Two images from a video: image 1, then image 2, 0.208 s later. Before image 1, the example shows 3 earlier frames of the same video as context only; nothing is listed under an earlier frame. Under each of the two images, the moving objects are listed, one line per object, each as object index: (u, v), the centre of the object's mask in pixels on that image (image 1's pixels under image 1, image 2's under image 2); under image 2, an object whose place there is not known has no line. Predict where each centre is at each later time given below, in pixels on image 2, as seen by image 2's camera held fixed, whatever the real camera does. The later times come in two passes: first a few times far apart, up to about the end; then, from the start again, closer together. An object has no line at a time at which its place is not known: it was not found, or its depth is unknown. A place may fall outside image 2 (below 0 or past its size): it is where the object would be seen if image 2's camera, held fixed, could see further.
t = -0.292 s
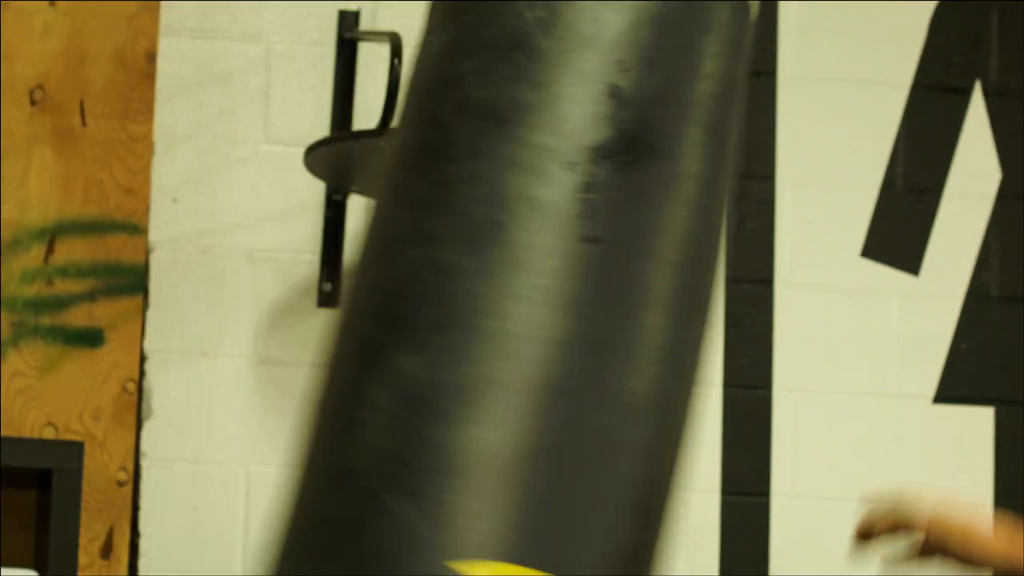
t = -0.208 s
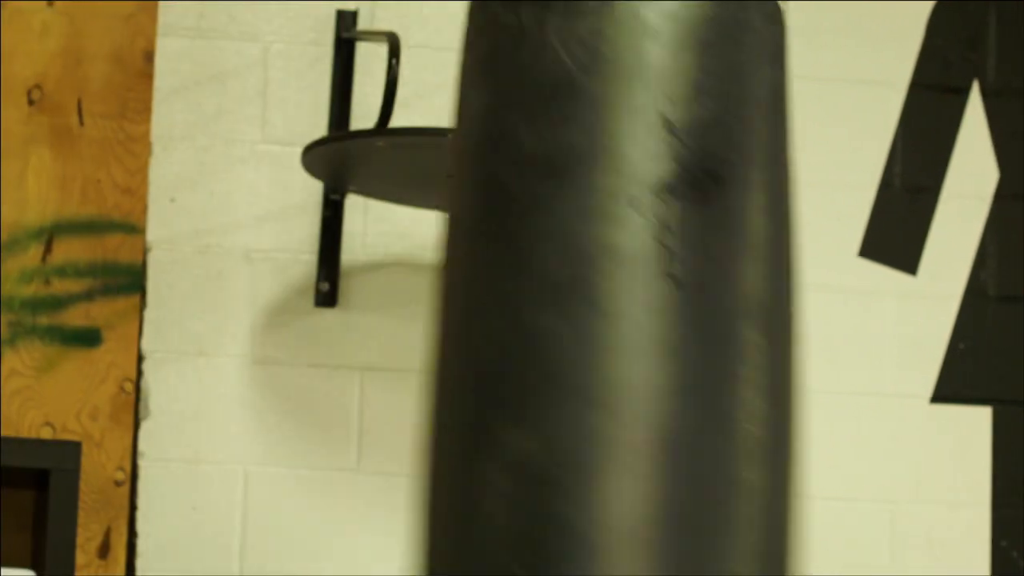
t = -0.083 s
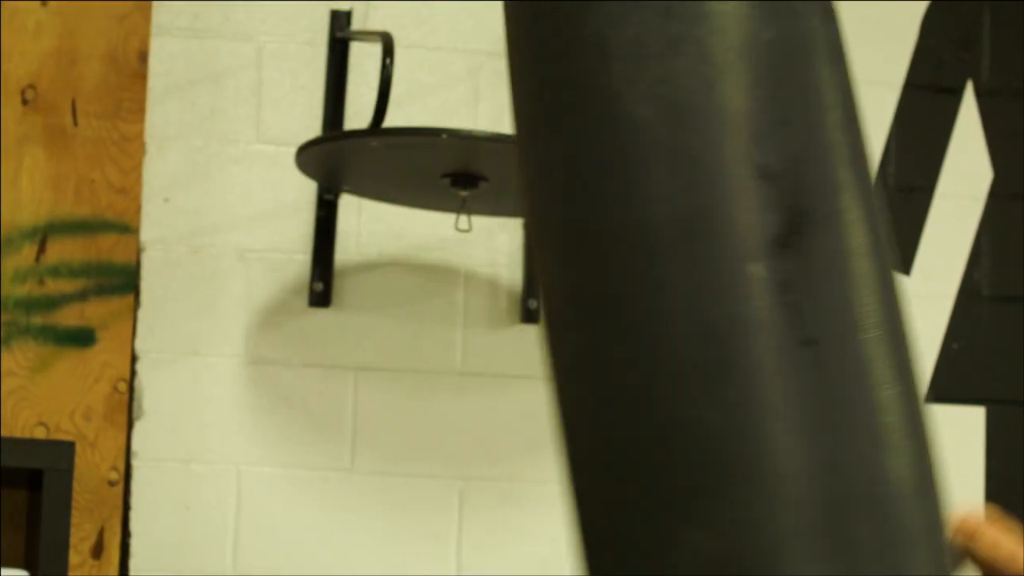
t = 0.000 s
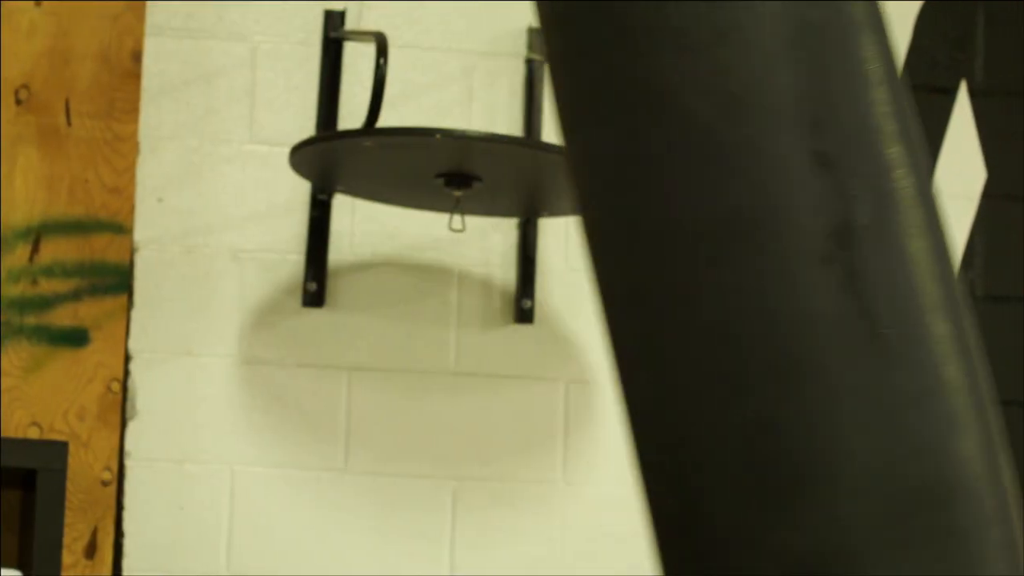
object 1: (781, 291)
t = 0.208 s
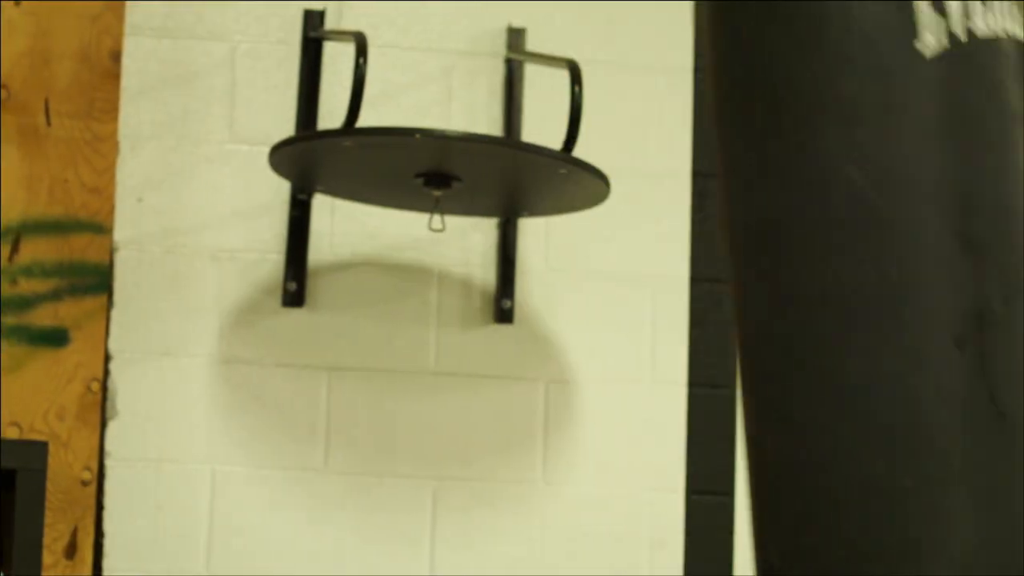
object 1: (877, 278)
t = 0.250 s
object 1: (893, 276)
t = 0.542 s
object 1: (899, 266)
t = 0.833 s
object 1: (870, 284)
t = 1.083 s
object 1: (714, 292)
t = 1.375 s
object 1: (541, 292)
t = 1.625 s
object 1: (382, 290)
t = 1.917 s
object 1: (202, 297)
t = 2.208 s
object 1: (126, 262)
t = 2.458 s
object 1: (94, 271)
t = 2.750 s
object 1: (141, 266)
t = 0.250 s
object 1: (893, 276)
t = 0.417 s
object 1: (904, 268)
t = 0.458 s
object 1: (904, 268)
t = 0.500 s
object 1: (901, 265)
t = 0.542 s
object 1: (899, 266)
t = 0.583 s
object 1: (897, 267)
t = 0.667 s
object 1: (894, 268)
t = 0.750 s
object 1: (886, 276)
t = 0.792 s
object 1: (879, 277)
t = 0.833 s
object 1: (870, 284)
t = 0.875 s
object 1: (849, 284)
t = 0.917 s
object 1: (825, 286)
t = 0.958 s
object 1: (792, 288)
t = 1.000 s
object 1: (762, 290)
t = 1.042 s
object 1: (736, 291)
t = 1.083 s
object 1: (714, 292)
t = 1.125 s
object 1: (690, 293)
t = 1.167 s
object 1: (666, 294)
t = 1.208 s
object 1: (640, 296)
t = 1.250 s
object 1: (615, 296)
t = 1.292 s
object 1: (592, 299)
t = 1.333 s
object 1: (563, 296)
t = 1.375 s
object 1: (541, 292)
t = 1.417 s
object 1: (518, 289)
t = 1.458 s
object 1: (494, 288)
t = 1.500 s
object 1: (467, 288)
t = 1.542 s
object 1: (438, 288)
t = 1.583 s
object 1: (409, 289)
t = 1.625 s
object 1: (382, 290)
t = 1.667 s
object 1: (354, 292)
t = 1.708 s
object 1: (327, 292)
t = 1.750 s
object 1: (299, 293)
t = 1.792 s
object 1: (272, 294)
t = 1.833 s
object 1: (246, 296)
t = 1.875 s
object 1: (223, 296)
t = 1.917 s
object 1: (202, 297)
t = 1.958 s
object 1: (184, 297)
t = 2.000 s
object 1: (170, 293)
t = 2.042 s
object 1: (159, 286)
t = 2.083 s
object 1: (150, 279)
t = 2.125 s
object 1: (142, 272)
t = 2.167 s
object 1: (134, 266)
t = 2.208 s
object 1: (126, 262)
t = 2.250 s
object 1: (119, 260)
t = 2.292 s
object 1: (113, 260)
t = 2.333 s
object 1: (106, 261)
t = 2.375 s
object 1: (100, 264)
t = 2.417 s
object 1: (96, 267)
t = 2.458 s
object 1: (94, 271)
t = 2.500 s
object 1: (94, 272)
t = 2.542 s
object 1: (99, 271)
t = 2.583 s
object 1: (106, 269)
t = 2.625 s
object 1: (114, 266)
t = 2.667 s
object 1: (122, 264)
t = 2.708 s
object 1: (131, 262)
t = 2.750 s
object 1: (141, 266)
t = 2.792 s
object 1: (152, 270)
